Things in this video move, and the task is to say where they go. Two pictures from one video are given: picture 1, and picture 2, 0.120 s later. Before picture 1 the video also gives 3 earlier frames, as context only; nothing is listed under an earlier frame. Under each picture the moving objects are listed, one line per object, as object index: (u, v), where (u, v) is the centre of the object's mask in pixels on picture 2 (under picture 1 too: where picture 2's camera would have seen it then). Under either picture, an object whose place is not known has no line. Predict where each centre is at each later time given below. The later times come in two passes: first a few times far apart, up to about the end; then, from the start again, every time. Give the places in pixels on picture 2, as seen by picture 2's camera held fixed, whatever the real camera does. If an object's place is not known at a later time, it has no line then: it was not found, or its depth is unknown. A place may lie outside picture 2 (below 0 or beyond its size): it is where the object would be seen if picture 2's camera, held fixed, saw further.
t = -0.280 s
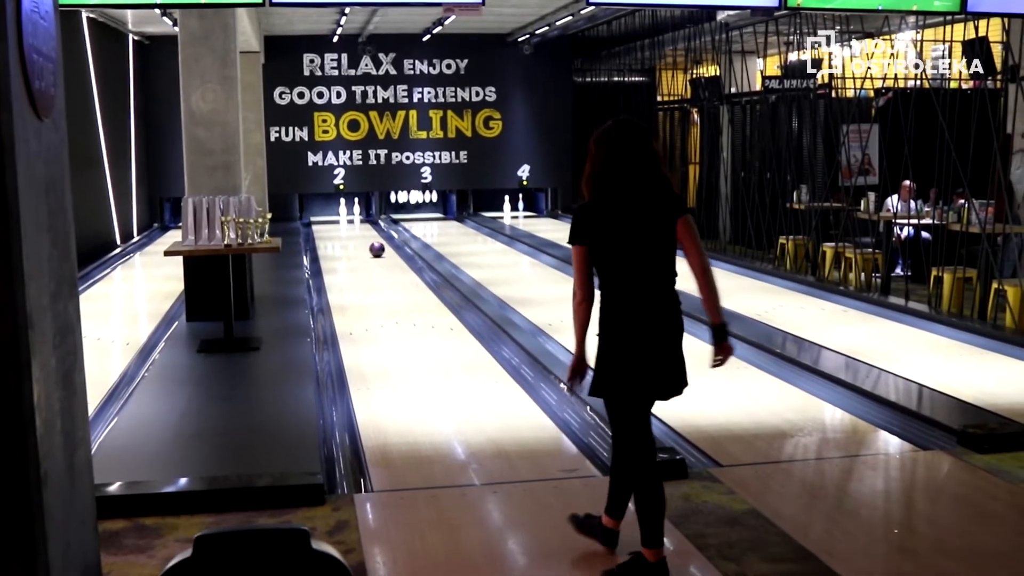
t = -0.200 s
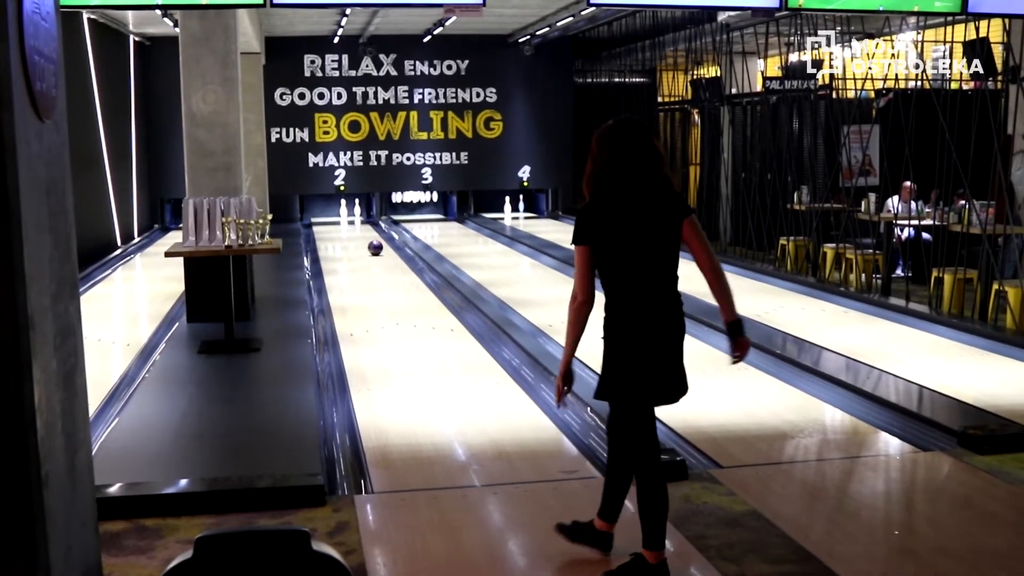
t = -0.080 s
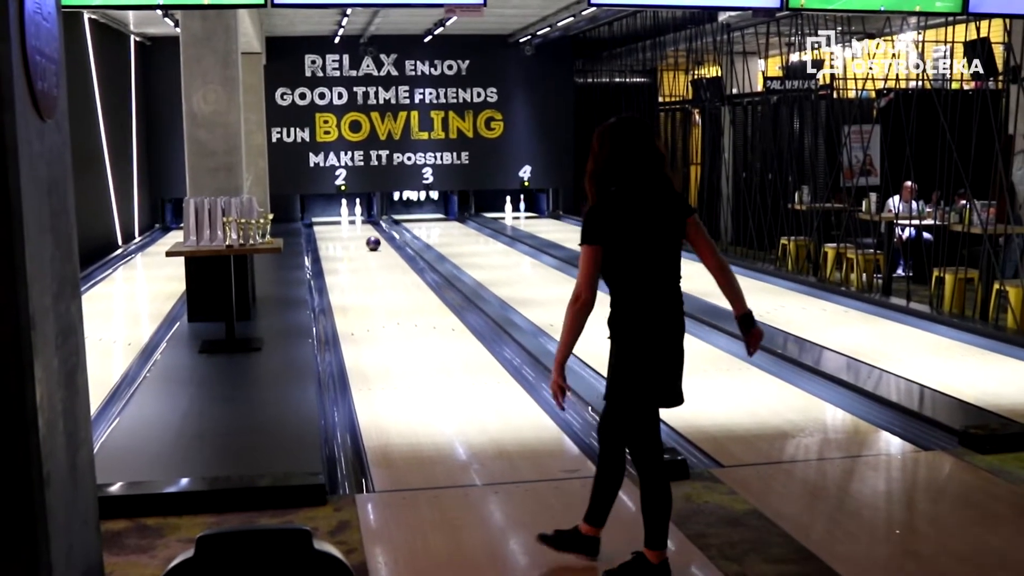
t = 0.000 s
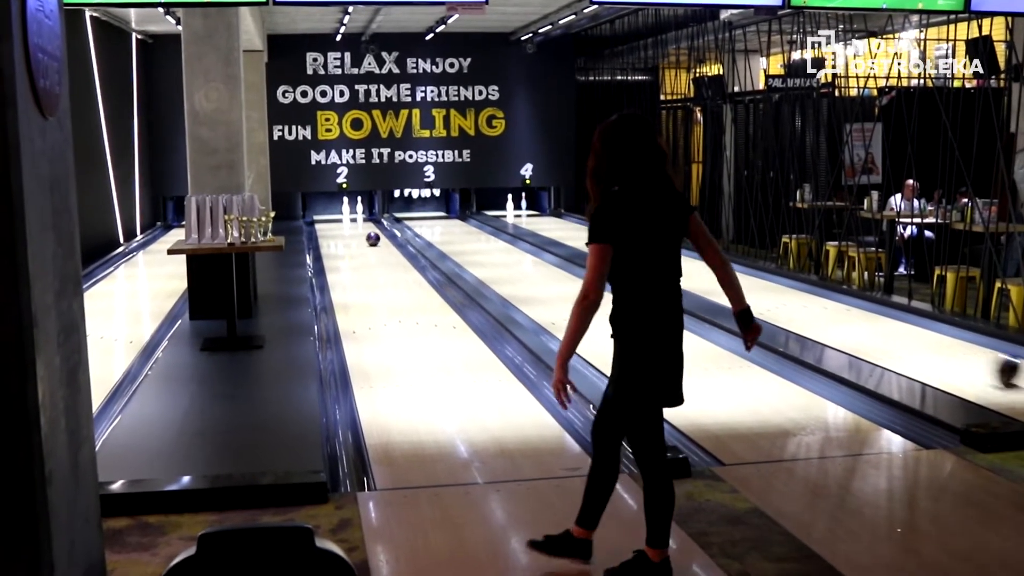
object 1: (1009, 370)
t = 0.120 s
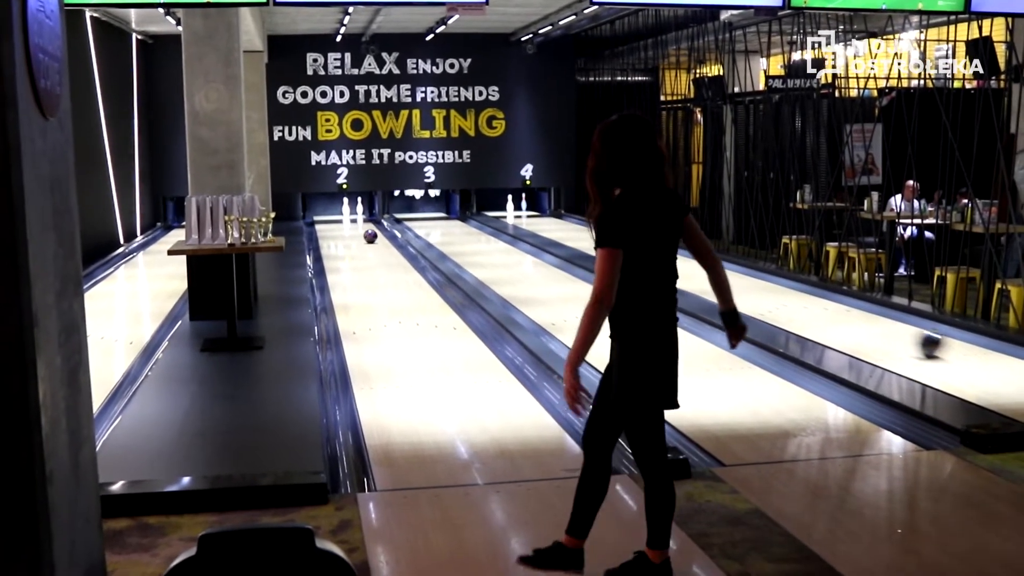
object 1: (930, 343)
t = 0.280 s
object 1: (852, 314)
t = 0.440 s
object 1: (791, 294)
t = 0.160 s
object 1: (909, 335)
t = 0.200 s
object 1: (888, 328)
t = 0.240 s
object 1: (869, 321)
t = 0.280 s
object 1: (852, 314)
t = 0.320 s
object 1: (835, 309)
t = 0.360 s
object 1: (819, 304)
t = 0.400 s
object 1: (804, 298)
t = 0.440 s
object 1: (791, 294)
